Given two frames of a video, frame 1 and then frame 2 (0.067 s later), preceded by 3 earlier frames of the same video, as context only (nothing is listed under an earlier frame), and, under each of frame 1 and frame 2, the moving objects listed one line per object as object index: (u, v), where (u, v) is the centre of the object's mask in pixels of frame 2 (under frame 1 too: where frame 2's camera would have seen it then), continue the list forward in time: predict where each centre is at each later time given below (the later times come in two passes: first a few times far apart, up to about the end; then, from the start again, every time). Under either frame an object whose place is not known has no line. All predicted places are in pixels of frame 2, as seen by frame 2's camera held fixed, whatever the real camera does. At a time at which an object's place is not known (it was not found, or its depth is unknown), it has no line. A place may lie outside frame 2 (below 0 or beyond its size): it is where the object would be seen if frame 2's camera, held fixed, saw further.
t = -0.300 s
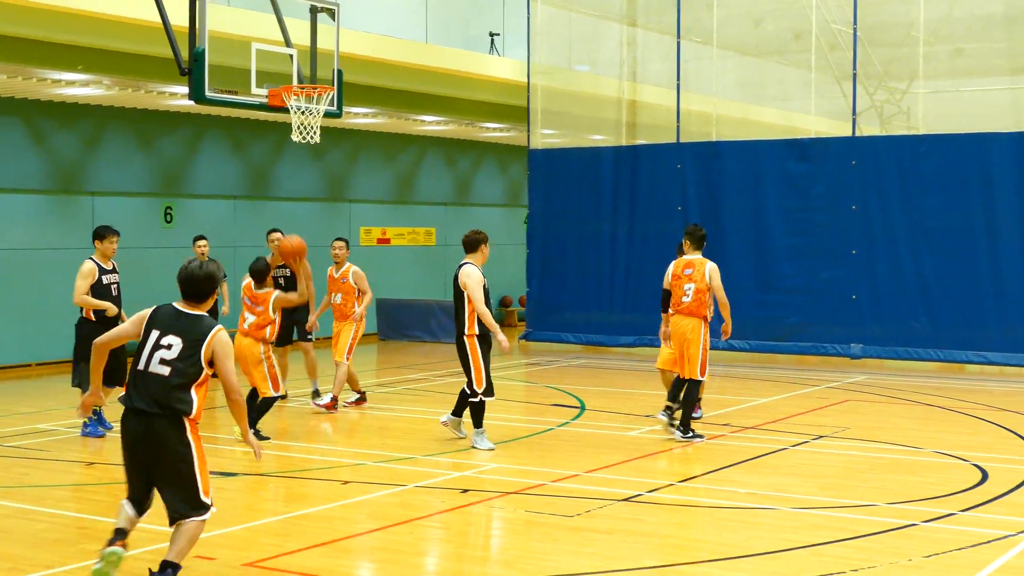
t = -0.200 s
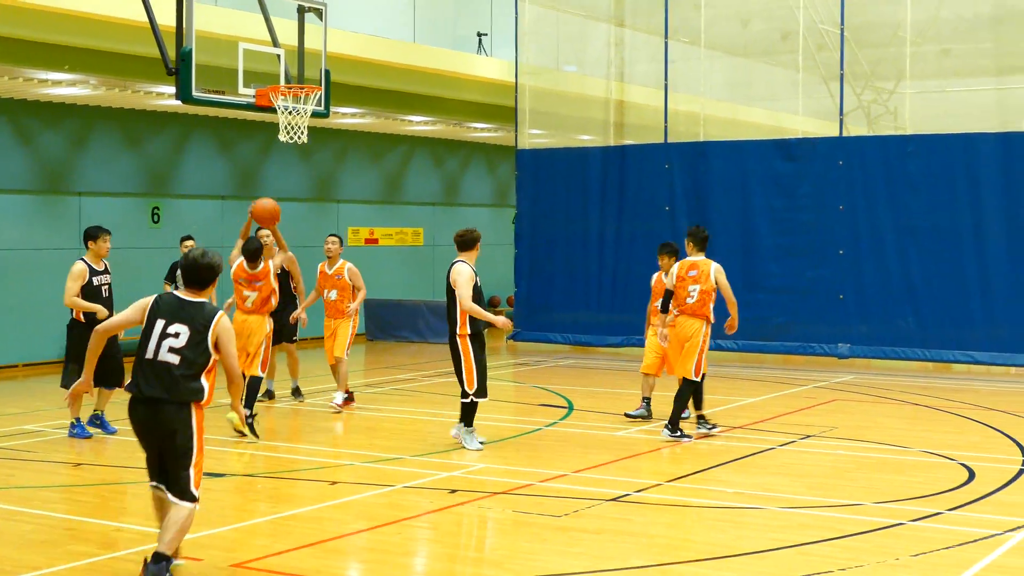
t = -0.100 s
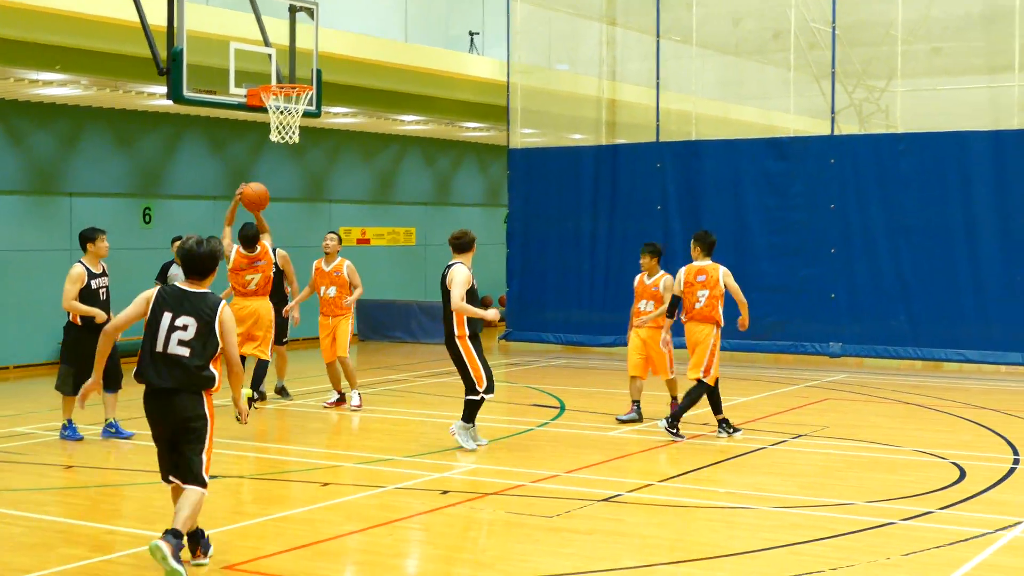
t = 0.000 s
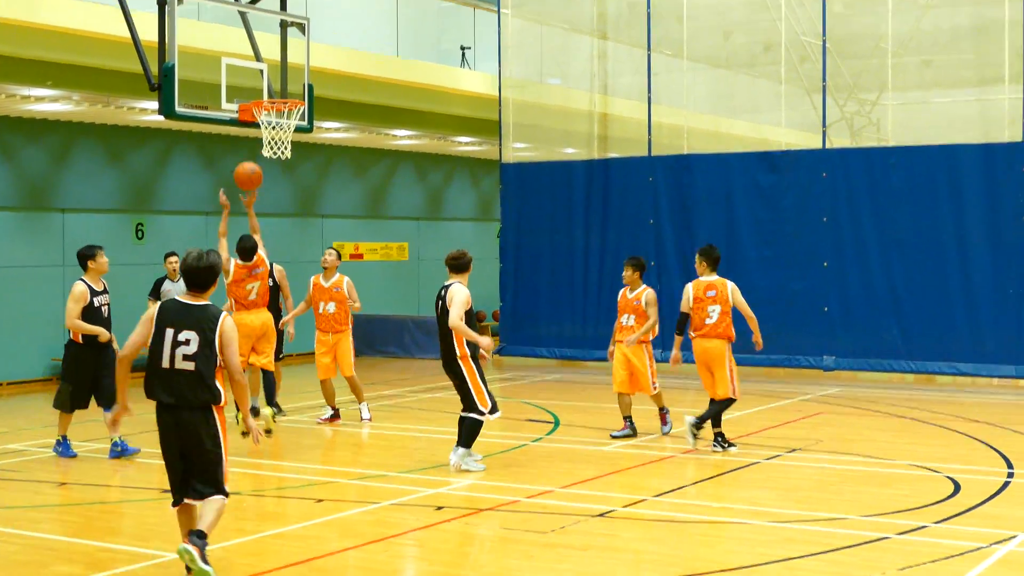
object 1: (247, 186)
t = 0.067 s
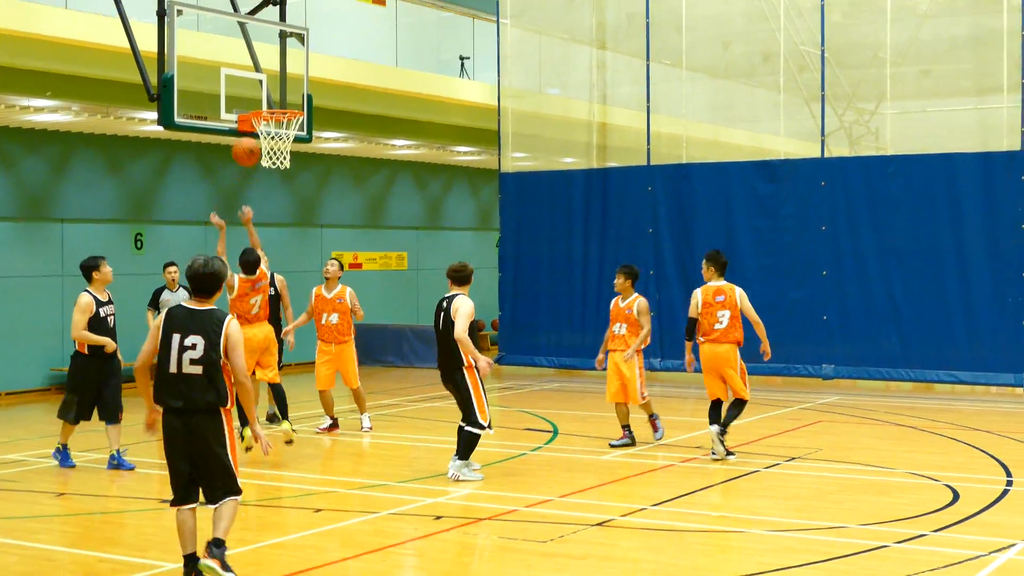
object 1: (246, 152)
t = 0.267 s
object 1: (243, 83)
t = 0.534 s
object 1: (246, 62)
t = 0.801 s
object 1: (285, 116)
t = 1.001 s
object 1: (296, 169)
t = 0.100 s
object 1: (246, 137)
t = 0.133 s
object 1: (245, 123)
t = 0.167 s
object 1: (244, 111)
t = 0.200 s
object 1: (244, 100)
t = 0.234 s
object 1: (243, 91)
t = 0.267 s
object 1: (243, 83)
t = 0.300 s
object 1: (242, 76)
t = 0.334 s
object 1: (242, 70)
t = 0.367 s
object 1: (242, 66)
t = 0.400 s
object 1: (242, 62)
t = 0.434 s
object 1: (241, 60)
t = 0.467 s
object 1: (241, 60)
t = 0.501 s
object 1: (241, 60)
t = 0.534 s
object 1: (246, 62)
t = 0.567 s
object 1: (251, 65)
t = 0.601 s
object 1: (256, 69)
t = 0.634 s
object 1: (261, 74)
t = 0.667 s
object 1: (266, 80)
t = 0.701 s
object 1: (272, 87)
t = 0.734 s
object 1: (277, 96)
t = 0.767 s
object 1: (282, 102)
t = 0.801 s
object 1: (285, 116)
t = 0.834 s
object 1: (292, 128)
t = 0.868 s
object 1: (295, 140)
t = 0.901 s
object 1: (297, 148)
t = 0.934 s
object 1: (297, 157)
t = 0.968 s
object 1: (296, 161)
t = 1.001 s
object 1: (296, 169)
